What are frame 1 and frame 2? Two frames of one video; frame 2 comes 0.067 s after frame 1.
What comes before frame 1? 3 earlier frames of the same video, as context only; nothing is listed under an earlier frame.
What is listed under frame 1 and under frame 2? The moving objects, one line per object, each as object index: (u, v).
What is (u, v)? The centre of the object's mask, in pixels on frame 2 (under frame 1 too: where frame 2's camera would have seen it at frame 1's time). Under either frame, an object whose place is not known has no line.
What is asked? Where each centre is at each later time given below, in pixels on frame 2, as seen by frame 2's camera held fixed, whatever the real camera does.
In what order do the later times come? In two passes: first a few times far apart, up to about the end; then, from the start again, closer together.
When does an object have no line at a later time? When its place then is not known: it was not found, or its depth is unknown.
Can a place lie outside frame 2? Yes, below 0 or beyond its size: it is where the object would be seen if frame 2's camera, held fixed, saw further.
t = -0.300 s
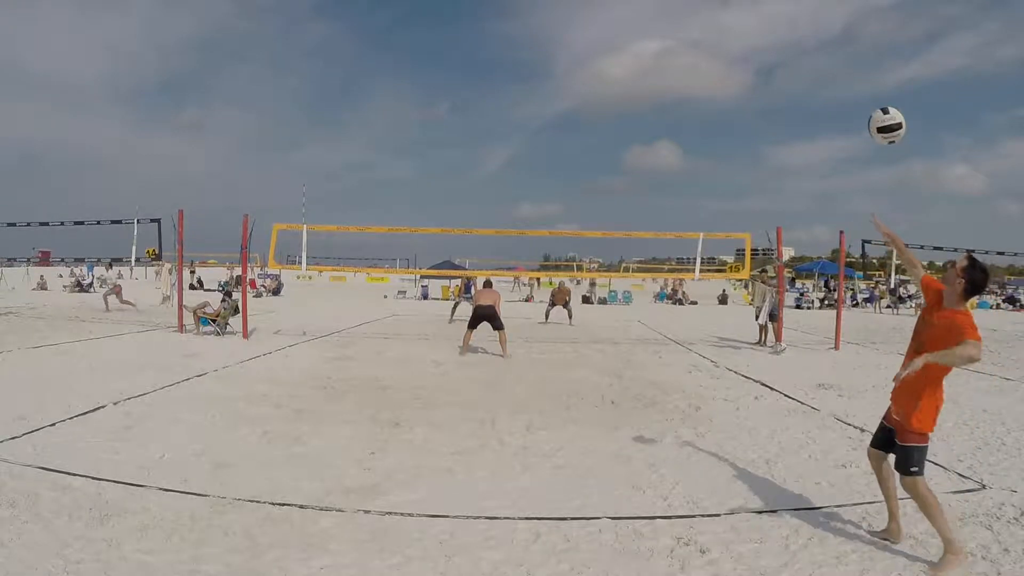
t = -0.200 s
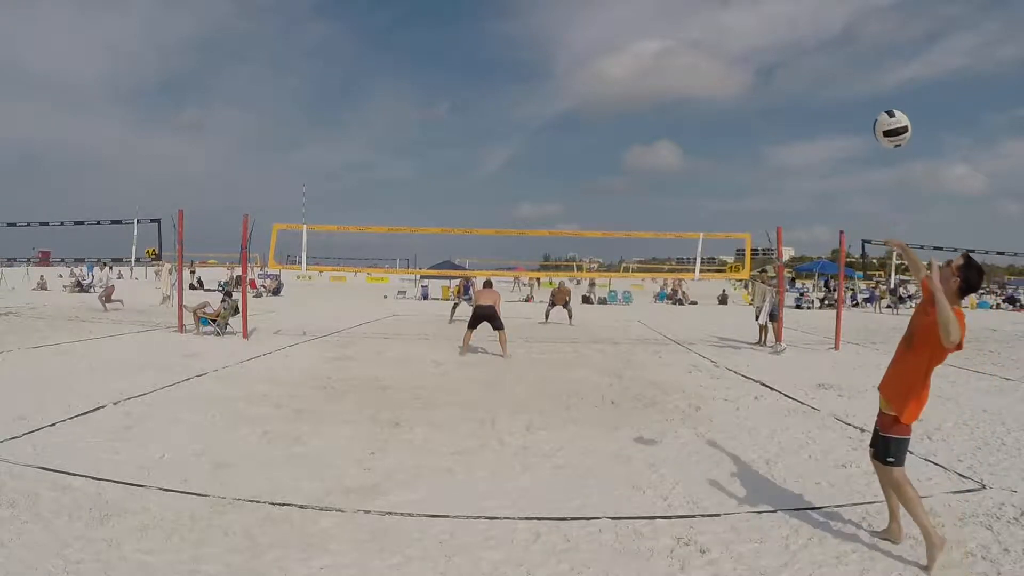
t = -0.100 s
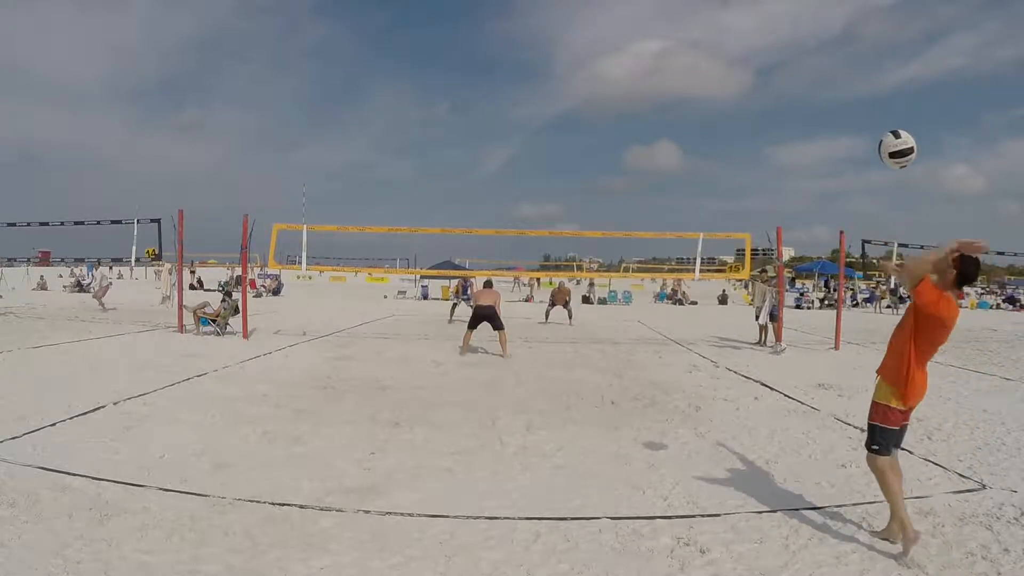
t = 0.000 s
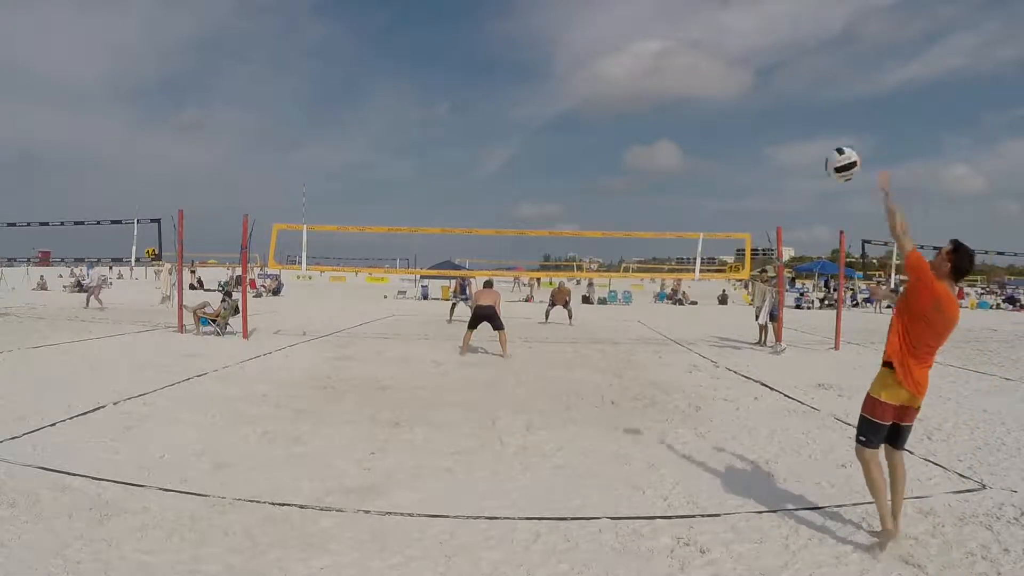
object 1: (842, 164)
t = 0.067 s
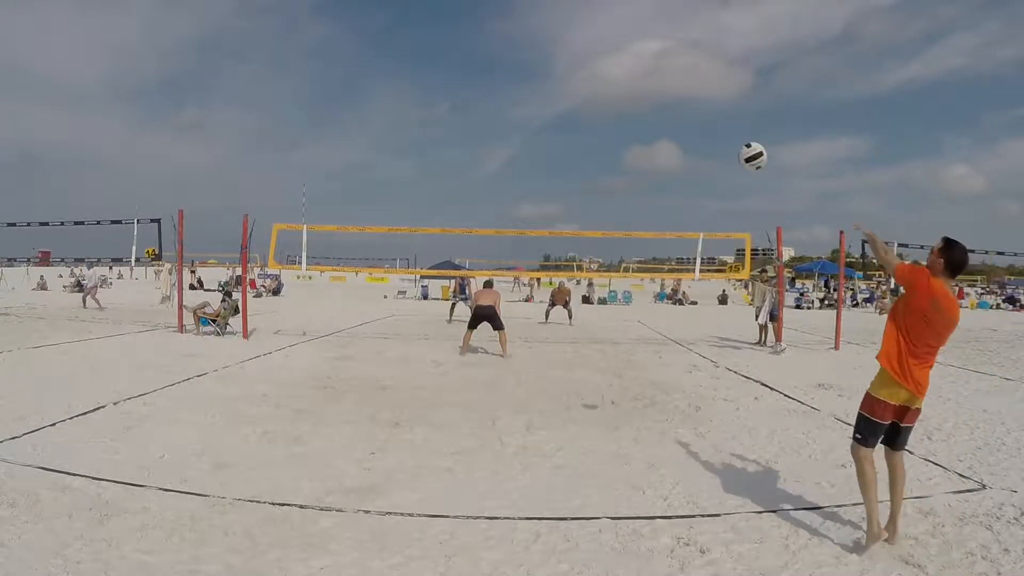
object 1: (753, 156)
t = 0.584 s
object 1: (509, 223)
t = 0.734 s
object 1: (494, 252)
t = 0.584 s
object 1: (509, 223)
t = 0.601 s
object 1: (506, 227)
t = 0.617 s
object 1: (503, 231)
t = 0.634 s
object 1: (501, 234)
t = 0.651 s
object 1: (499, 235)
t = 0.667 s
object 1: (498, 239)
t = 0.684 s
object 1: (497, 242)
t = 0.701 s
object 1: (495, 244)
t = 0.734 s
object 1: (494, 252)
